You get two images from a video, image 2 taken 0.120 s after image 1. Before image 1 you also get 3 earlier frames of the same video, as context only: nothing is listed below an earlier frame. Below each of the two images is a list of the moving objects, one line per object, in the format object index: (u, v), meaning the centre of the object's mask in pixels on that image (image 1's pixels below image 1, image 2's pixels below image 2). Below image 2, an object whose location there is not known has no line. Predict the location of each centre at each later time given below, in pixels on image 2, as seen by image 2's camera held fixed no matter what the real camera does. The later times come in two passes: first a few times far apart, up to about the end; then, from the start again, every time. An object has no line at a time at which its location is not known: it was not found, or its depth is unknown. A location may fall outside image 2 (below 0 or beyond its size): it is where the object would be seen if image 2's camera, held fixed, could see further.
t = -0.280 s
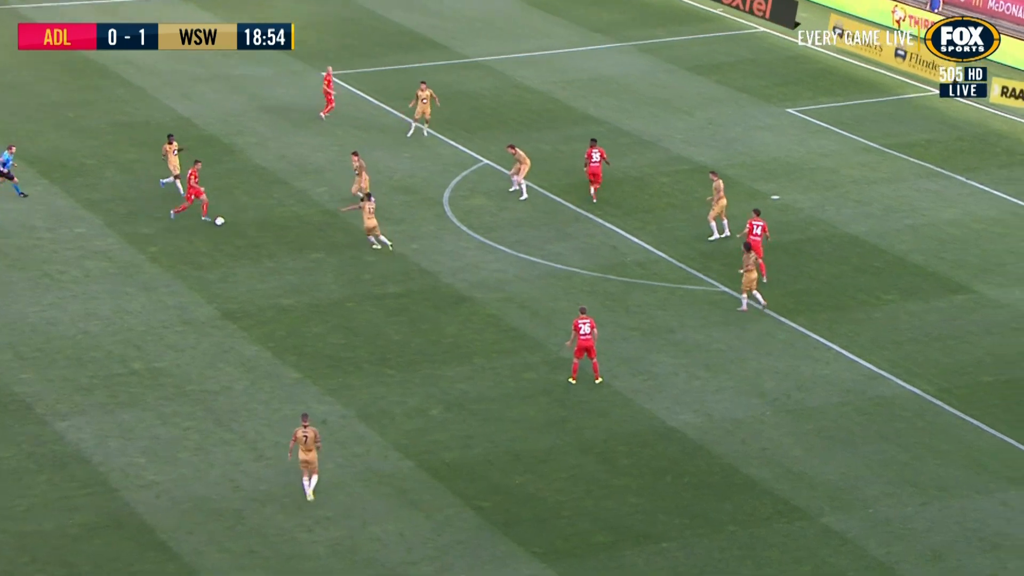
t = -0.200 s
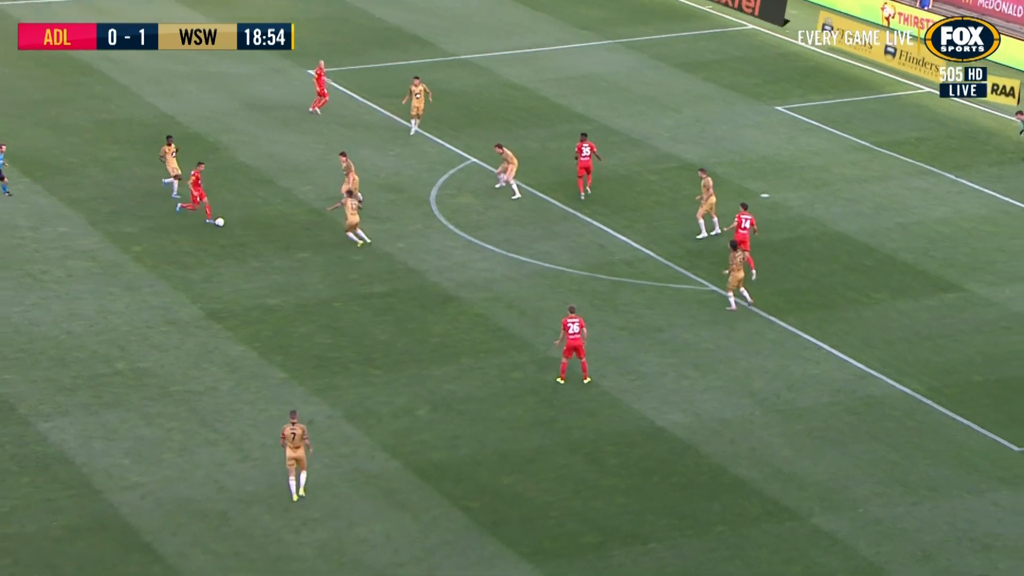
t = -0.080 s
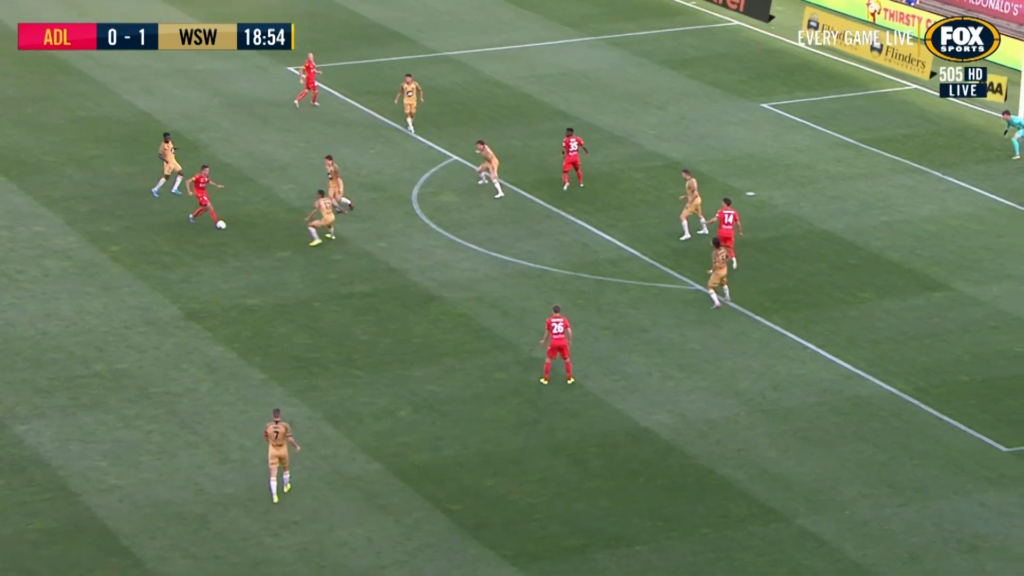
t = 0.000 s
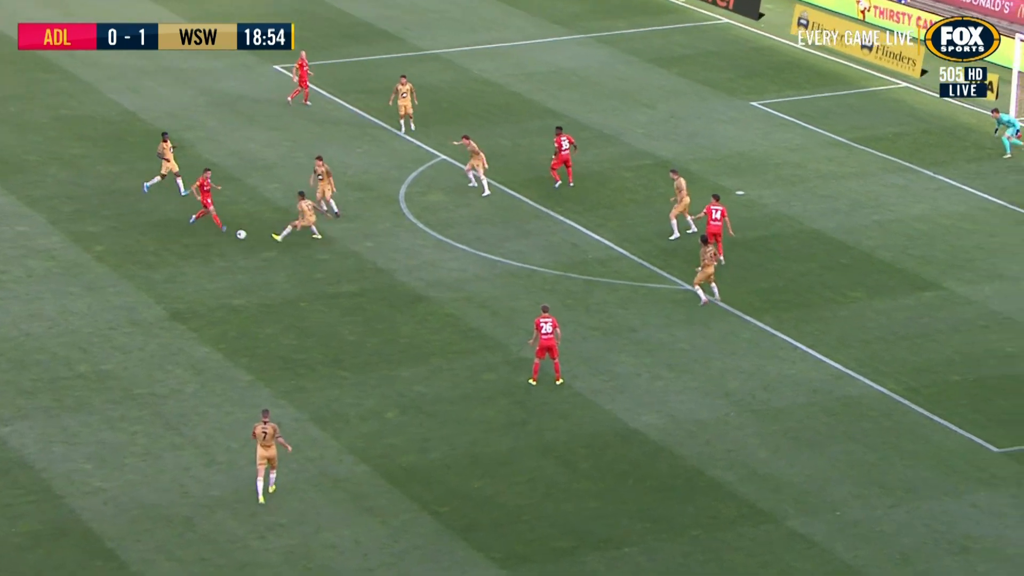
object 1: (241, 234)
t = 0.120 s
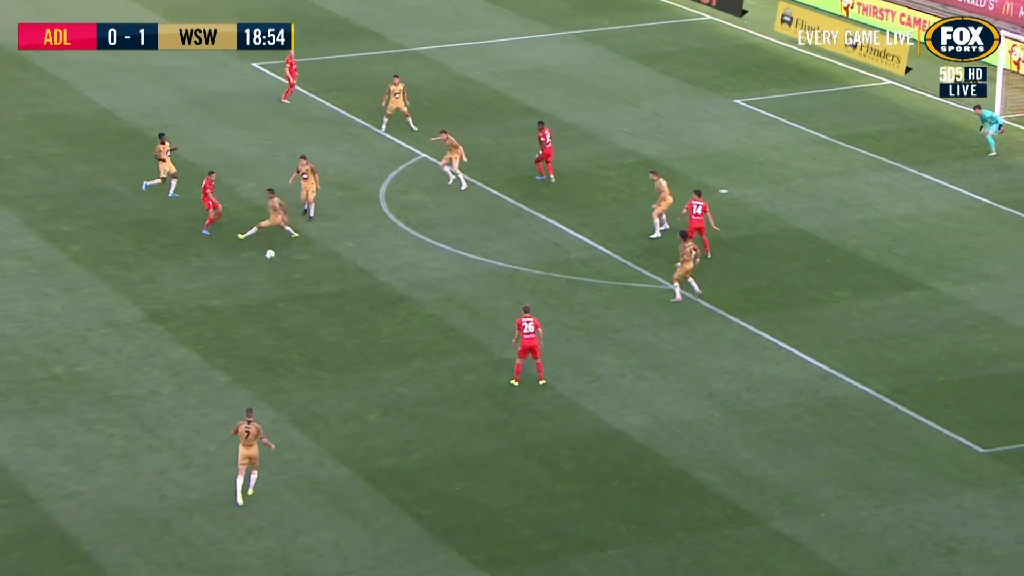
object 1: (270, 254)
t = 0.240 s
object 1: (316, 280)
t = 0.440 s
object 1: (384, 318)
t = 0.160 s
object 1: (285, 262)
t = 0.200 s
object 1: (300, 270)
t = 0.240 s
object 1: (316, 280)
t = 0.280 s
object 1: (330, 290)
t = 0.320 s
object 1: (345, 300)
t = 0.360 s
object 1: (358, 305)
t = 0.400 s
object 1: (371, 311)
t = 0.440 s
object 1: (384, 318)
